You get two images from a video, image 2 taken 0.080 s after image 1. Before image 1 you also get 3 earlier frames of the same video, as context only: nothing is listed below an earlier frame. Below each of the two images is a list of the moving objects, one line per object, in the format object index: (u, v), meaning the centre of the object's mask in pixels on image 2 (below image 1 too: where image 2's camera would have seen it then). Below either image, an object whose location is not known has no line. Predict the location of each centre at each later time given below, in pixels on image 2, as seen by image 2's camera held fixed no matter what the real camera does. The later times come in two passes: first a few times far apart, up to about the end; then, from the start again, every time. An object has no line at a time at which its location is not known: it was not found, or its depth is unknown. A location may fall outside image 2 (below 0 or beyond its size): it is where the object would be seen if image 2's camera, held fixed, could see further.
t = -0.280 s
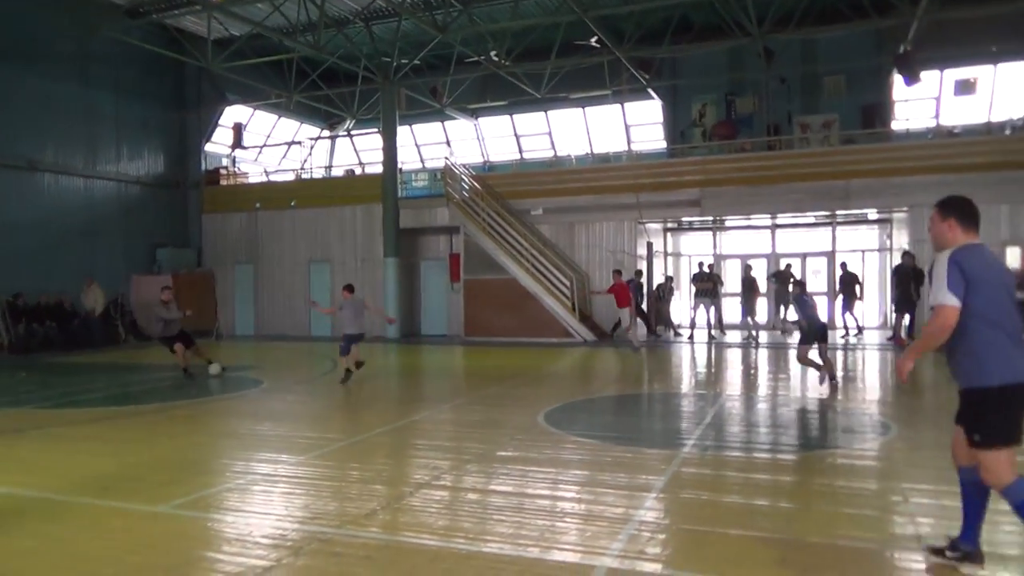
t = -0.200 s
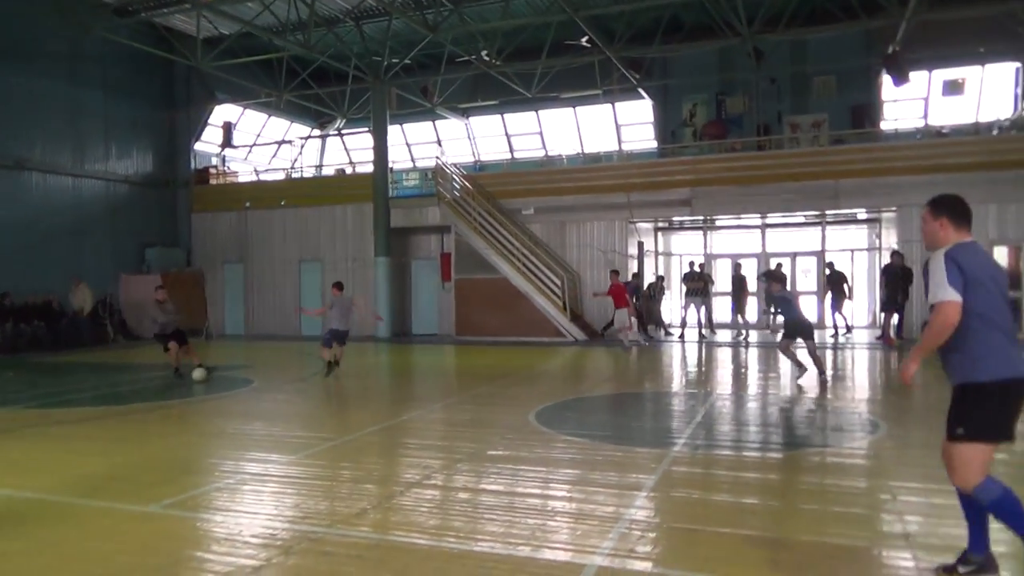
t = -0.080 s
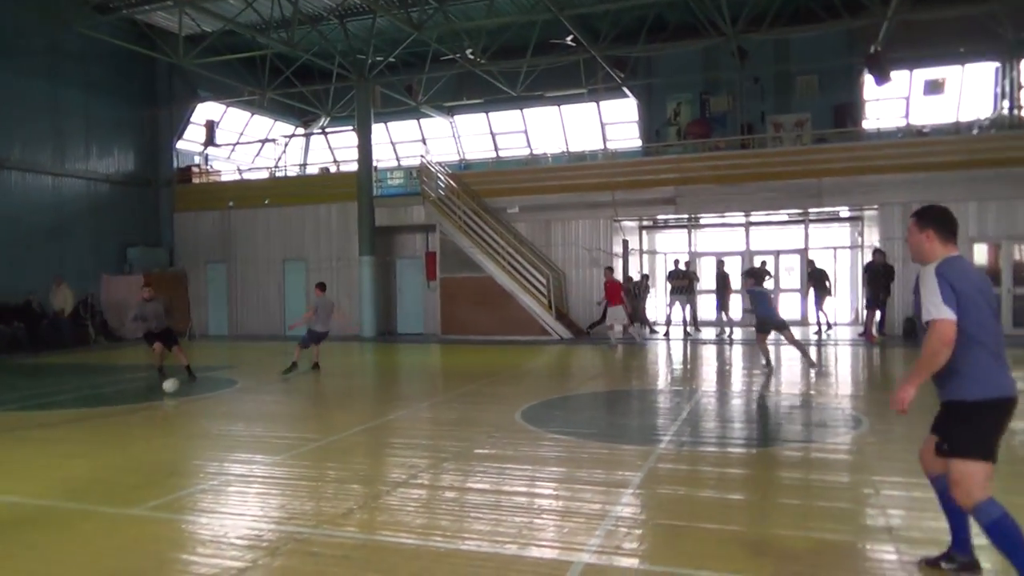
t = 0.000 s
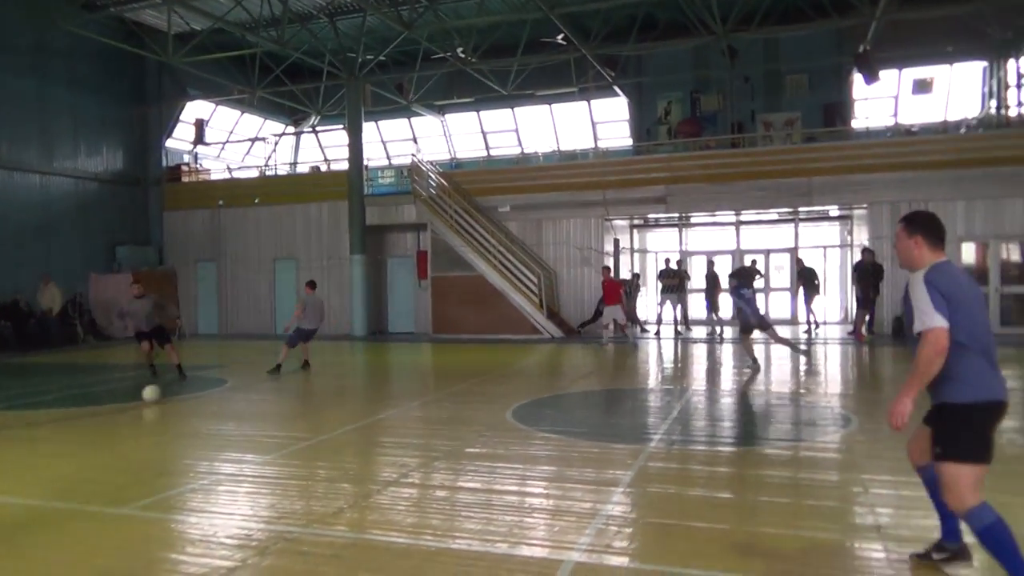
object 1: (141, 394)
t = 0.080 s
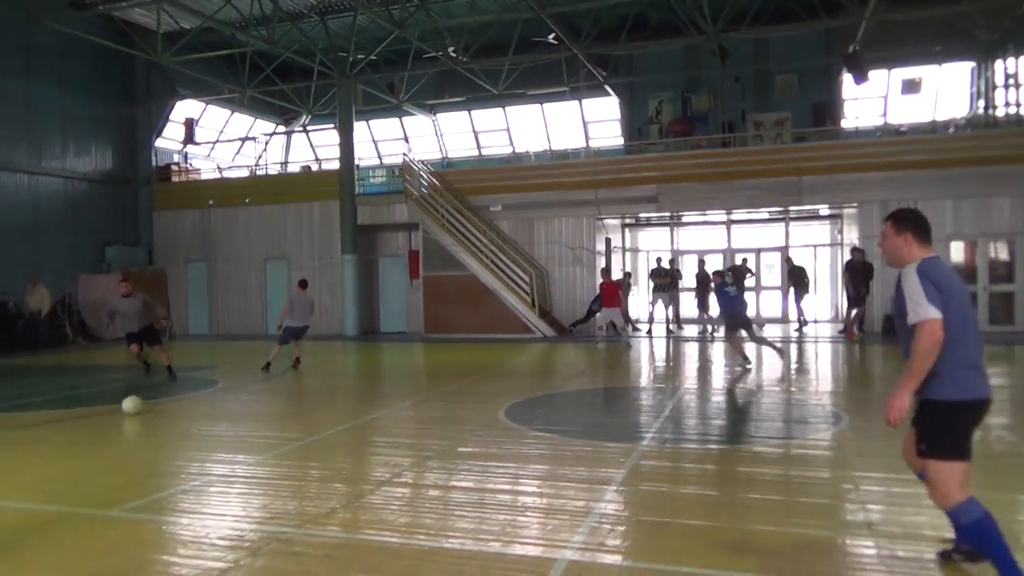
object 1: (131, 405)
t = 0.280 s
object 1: (102, 432)
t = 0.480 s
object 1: (62, 472)
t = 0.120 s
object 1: (126, 410)
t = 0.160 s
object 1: (121, 414)
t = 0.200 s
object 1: (115, 420)
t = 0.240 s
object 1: (109, 426)
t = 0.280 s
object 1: (102, 432)
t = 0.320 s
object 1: (95, 440)
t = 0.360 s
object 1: (88, 446)
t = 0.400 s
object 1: (79, 454)
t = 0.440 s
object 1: (71, 462)
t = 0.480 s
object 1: (62, 472)
